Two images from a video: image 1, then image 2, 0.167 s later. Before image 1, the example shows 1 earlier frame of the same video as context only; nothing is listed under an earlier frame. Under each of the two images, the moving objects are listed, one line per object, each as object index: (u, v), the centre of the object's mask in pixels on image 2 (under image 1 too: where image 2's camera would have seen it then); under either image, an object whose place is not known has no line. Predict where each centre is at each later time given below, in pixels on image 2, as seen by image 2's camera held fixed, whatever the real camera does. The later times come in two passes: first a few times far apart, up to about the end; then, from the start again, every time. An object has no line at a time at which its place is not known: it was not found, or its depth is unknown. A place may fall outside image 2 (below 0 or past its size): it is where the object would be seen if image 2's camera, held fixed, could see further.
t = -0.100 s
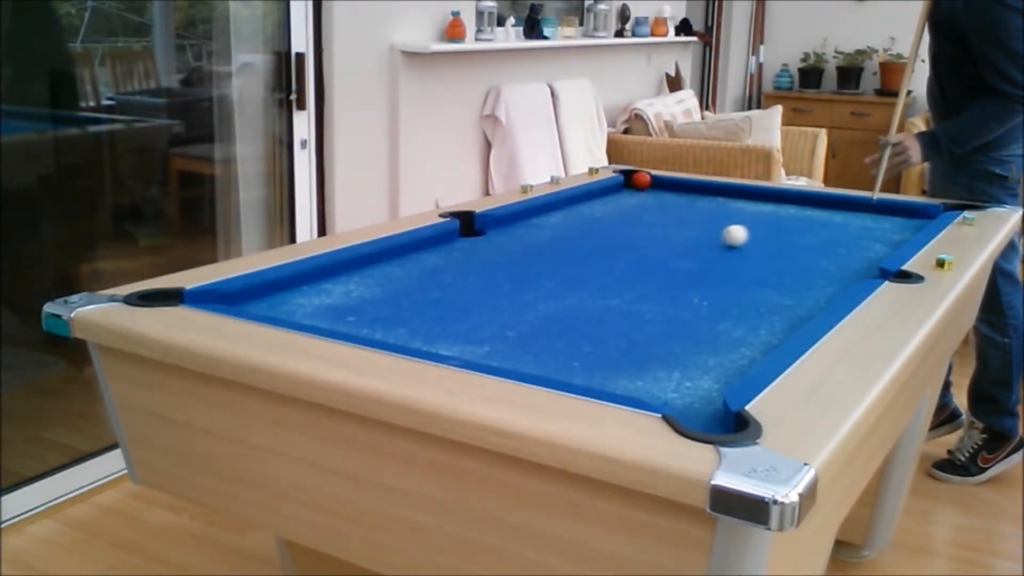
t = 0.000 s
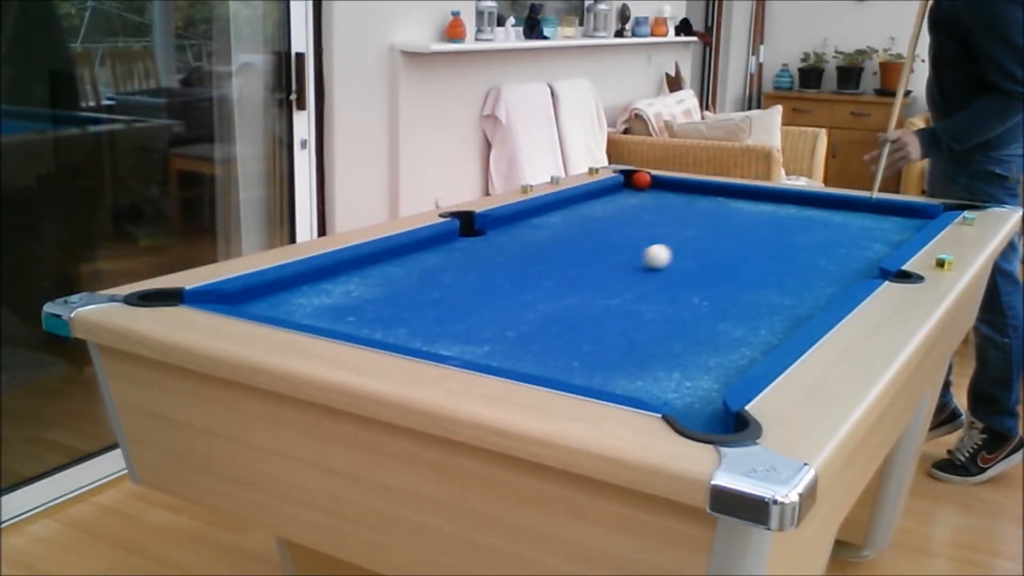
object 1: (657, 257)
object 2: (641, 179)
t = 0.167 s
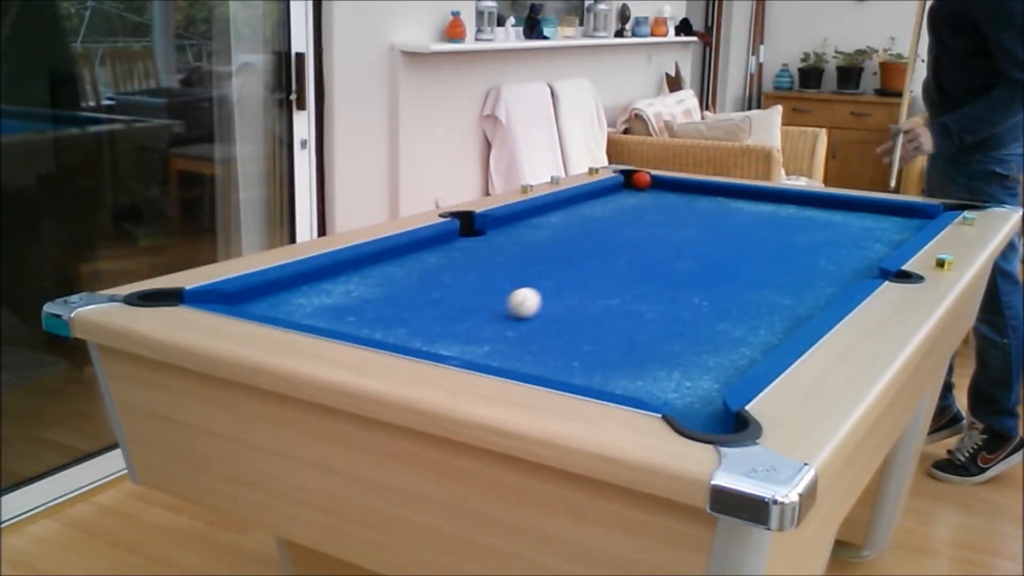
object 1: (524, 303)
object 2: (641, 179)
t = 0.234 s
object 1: (469, 327)
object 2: (641, 179)
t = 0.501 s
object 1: (655, 321)
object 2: (641, 179)
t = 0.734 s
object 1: (784, 290)
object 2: (641, 179)
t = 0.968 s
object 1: (730, 246)
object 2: (641, 179)
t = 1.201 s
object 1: (690, 215)
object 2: (641, 179)
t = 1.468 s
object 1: (658, 188)
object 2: (641, 179)
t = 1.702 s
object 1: (652, 185)
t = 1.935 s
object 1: (633, 186)
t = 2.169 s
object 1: (616, 188)
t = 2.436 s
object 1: (613, 191)
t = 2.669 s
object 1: (609, 193)
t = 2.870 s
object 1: (607, 195)
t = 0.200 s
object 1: (496, 315)
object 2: (641, 179)
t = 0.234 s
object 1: (469, 327)
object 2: (641, 179)
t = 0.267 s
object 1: (442, 338)
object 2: (641, 179)
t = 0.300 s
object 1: (432, 343)
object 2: (641, 179)
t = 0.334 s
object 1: (469, 343)
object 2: (641, 179)
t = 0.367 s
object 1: (507, 337)
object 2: (641, 179)
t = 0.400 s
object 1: (544, 332)
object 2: (641, 179)
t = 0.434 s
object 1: (581, 327)
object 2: (641, 179)
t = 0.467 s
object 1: (618, 324)
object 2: (641, 179)
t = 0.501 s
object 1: (655, 321)
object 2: (641, 179)
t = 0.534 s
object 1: (691, 318)
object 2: (641, 179)
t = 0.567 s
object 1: (727, 316)
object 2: (641, 179)
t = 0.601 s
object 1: (762, 313)
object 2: (641, 179)
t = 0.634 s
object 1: (797, 311)
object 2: (641, 179)
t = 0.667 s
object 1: (810, 304)
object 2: (641, 179)
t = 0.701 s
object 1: (796, 297)
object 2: (641, 179)
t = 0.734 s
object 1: (784, 290)
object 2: (641, 179)
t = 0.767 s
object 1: (775, 282)
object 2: (641, 179)
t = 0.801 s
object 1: (766, 275)
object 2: (641, 179)
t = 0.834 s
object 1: (758, 269)
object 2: (641, 179)
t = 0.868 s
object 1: (750, 263)
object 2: (641, 179)
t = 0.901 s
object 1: (743, 257)
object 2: (641, 179)
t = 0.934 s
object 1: (736, 251)
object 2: (641, 179)
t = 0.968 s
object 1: (730, 246)
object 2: (641, 179)
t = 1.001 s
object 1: (723, 241)
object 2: (641, 179)
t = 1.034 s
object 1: (717, 236)
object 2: (641, 179)
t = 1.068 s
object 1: (711, 231)
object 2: (641, 179)
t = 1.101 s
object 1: (706, 227)
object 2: (641, 179)
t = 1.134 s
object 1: (700, 222)
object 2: (641, 179)
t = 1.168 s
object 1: (695, 219)
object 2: (641, 179)
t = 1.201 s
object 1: (690, 215)
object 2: (641, 179)
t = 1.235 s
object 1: (686, 211)
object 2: (641, 179)
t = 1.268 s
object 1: (681, 207)
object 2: (641, 179)
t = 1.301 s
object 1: (676, 204)
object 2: (641, 179)
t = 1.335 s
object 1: (673, 200)
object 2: (641, 179)
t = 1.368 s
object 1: (669, 197)
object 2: (641, 179)
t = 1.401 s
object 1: (665, 194)
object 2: (641, 179)
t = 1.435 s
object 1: (661, 191)
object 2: (641, 179)
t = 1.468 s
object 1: (658, 188)
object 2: (641, 179)
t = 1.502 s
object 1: (654, 185)
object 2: (639, 178)
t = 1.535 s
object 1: (656, 184)
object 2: (637, 178)
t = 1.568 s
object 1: (661, 183)
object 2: (632, 178)
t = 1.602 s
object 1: (660, 183)
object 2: (629, 181)
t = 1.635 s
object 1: (657, 184)
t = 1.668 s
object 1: (655, 184)
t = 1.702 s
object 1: (652, 185)
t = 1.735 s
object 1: (649, 185)
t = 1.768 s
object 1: (646, 185)
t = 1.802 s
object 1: (644, 185)
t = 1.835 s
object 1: (641, 185)
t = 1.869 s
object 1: (639, 185)
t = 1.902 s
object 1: (636, 186)
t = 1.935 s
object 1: (633, 186)
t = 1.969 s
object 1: (631, 186)
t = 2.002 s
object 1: (628, 186)
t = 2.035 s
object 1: (626, 187)
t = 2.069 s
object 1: (623, 187)
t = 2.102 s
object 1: (621, 187)
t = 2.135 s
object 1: (618, 188)
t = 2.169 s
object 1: (616, 188)
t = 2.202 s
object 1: (616, 188)
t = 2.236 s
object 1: (616, 189)
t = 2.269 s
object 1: (615, 189)
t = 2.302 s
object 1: (615, 189)
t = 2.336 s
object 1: (614, 190)
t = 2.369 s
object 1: (614, 190)
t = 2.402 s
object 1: (613, 191)
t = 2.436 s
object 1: (613, 191)
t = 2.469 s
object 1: (612, 191)
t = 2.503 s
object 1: (612, 192)
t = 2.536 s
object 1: (611, 192)
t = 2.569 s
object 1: (611, 193)
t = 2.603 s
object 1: (610, 193)
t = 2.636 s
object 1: (610, 193)
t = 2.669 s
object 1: (609, 193)
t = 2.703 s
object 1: (609, 194)
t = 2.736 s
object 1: (609, 194)
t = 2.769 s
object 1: (608, 194)
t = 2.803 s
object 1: (608, 195)
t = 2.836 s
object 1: (607, 195)
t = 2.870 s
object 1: (607, 195)
